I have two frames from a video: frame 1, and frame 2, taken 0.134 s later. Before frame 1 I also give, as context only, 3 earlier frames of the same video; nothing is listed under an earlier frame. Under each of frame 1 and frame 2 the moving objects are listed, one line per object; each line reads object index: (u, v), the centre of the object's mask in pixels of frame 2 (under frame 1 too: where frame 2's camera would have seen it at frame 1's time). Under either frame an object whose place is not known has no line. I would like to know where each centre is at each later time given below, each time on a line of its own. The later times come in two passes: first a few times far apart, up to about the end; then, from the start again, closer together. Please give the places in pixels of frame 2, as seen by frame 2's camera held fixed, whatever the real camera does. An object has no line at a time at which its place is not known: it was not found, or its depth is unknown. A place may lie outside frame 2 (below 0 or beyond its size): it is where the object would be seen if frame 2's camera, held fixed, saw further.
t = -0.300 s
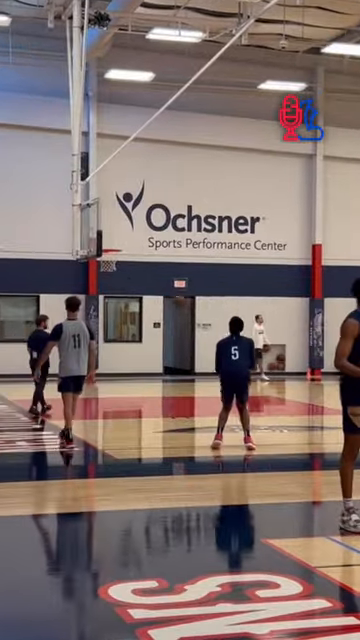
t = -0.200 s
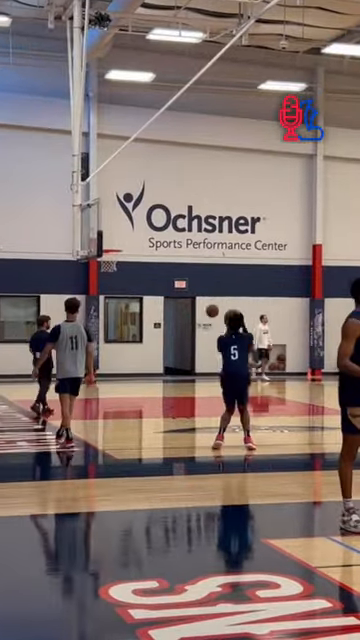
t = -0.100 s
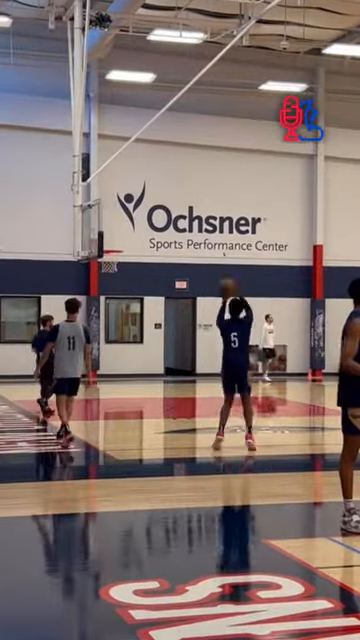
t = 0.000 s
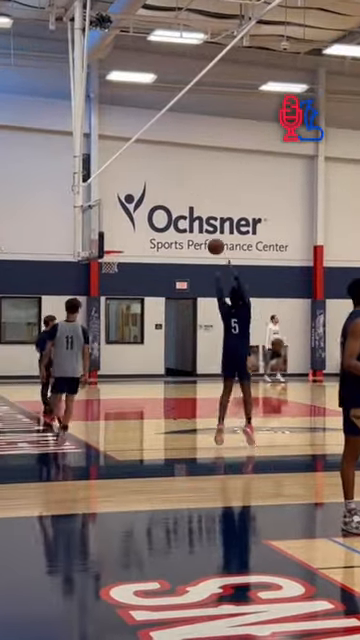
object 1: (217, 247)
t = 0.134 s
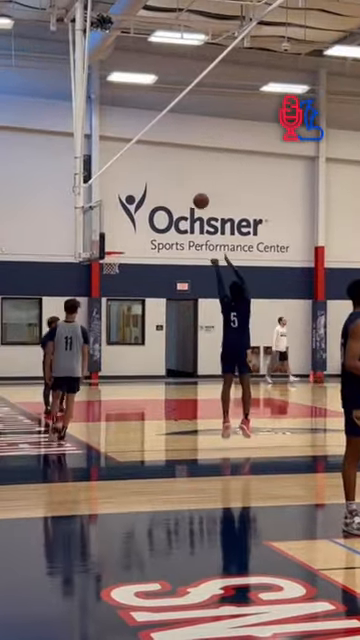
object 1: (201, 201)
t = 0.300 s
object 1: (183, 164)
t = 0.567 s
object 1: (157, 147)
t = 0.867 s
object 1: (133, 175)
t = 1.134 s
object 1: (115, 233)
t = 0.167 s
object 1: (197, 191)
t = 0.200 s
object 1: (194, 183)
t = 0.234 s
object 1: (190, 176)
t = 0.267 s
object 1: (186, 170)
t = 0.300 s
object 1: (183, 164)
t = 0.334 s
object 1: (179, 160)
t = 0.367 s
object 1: (176, 155)
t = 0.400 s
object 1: (173, 152)
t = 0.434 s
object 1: (169, 151)
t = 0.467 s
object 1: (166, 148)
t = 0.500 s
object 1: (163, 148)
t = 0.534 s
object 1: (160, 147)
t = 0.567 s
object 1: (157, 147)
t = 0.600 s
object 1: (154, 148)
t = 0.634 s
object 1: (151, 149)
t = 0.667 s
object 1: (149, 151)
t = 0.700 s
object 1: (146, 154)
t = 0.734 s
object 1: (143, 157)
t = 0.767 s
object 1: (140, 161)
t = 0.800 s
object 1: (138, 165)
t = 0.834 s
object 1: (135, 170)
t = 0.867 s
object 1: (133, 175)
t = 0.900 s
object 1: (131, 181)
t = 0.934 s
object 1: (128, 187)
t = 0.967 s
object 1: (126, 194)
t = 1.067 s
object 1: (119, 217)
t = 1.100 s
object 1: (117, 225)
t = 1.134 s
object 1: (115, 233)
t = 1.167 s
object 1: (113, 242)
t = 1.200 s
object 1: (111, 251)
